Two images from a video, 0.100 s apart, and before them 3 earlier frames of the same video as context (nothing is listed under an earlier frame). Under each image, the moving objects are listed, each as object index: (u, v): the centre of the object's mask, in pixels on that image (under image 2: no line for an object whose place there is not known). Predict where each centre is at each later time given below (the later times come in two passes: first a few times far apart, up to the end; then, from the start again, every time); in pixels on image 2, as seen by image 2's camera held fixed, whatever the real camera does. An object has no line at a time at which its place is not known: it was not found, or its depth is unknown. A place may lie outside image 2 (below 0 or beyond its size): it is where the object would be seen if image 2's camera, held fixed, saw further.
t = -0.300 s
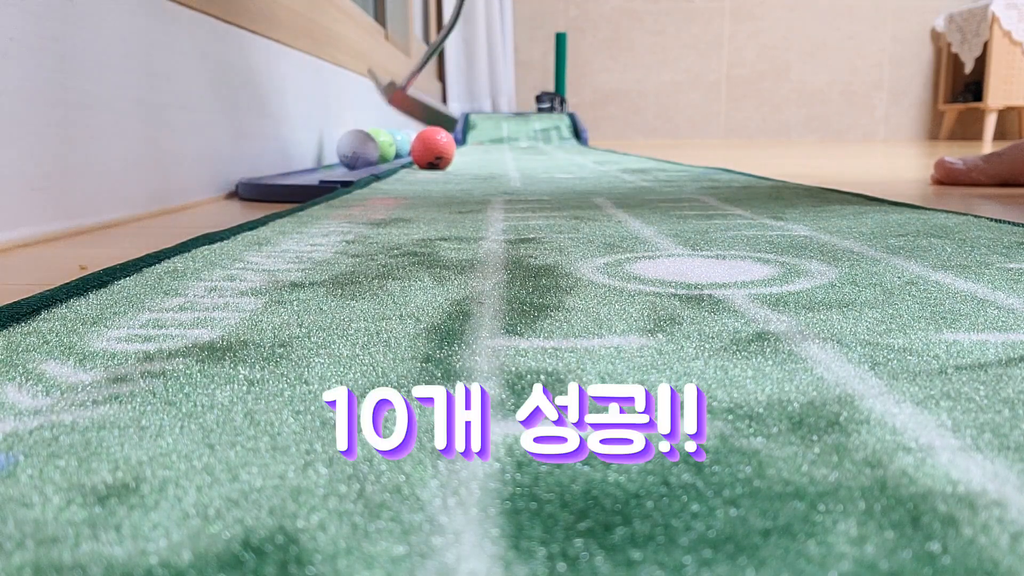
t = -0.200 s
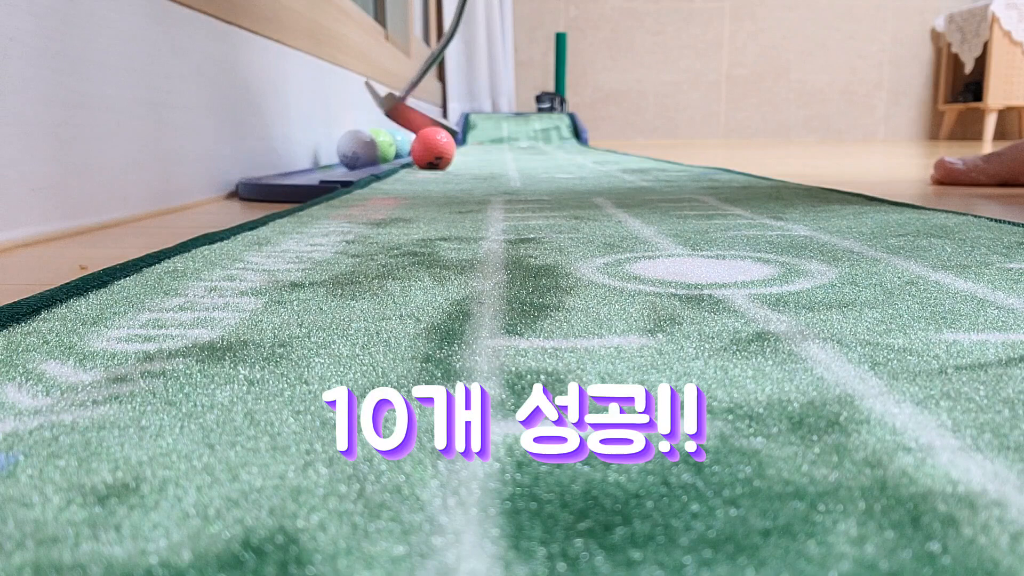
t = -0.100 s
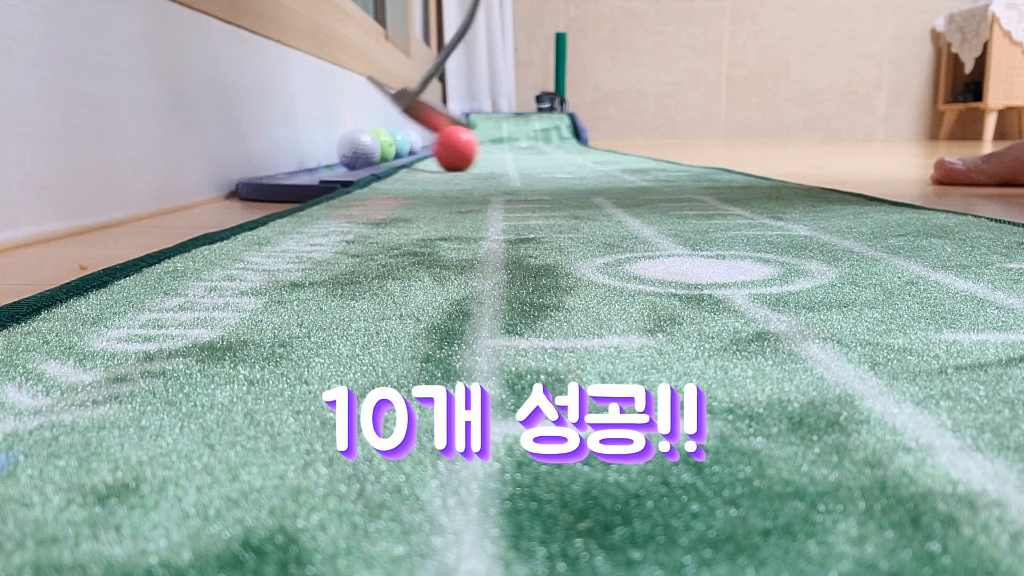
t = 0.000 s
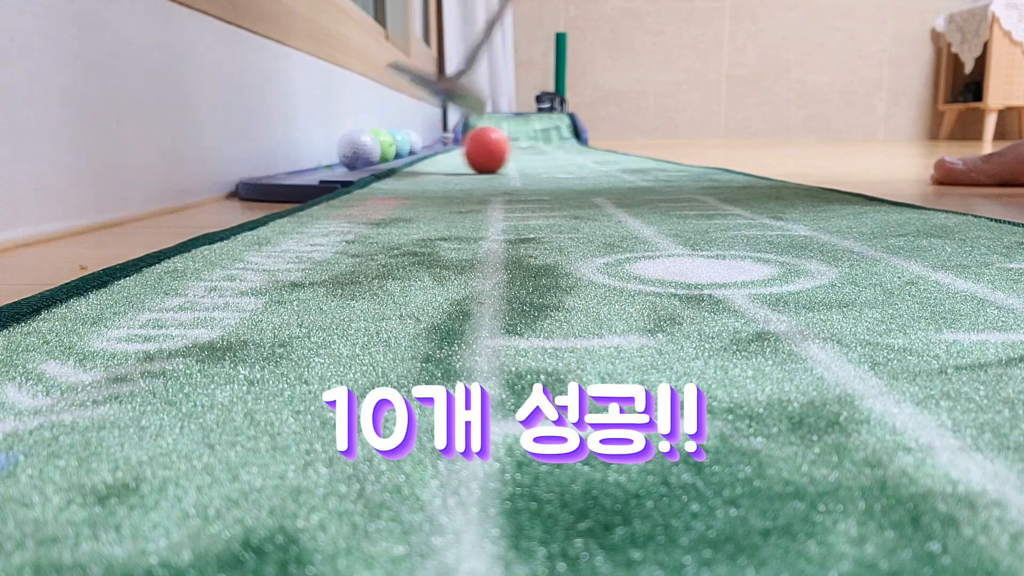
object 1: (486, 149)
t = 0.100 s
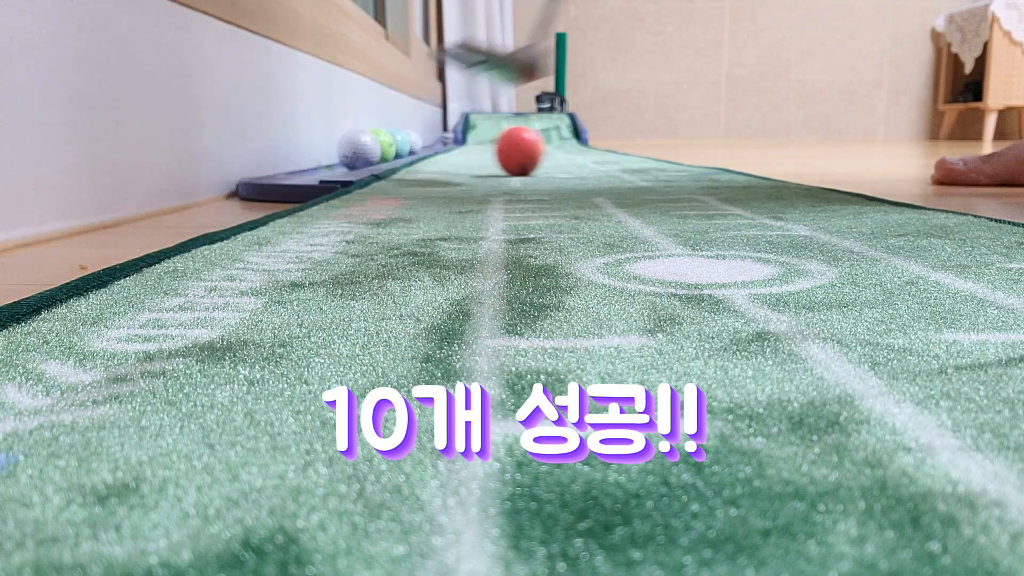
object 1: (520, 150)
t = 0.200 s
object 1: (552, 150)
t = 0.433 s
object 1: (622, 152)
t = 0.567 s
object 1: (657, 152)
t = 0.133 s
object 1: (530, 150)
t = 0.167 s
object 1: (541, 151)
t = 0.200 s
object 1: (552, 150)
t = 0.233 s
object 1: (562, 150)
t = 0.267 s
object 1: (573, 151)
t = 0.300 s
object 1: (583, 151)
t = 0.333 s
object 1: (593, 152)
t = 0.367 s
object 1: (603, 151)
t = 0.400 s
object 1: (613, 152)
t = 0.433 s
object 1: (622, 152)
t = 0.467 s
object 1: (632, 152)
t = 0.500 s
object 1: (641, 152)
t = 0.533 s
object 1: (649, 152)
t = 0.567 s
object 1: (657, 152)
